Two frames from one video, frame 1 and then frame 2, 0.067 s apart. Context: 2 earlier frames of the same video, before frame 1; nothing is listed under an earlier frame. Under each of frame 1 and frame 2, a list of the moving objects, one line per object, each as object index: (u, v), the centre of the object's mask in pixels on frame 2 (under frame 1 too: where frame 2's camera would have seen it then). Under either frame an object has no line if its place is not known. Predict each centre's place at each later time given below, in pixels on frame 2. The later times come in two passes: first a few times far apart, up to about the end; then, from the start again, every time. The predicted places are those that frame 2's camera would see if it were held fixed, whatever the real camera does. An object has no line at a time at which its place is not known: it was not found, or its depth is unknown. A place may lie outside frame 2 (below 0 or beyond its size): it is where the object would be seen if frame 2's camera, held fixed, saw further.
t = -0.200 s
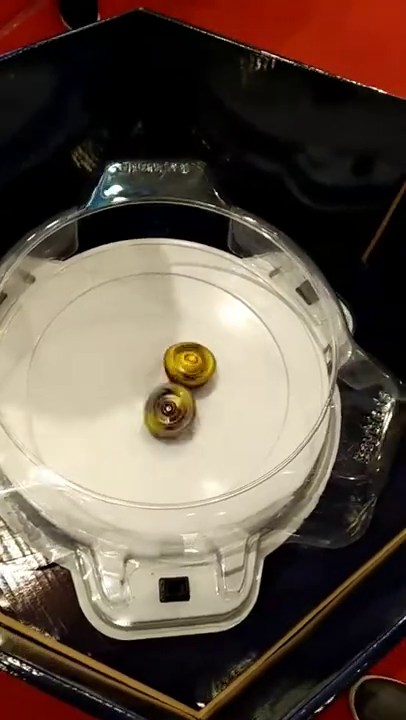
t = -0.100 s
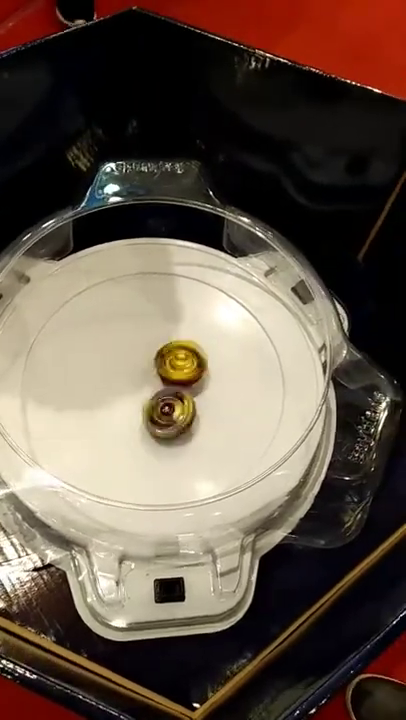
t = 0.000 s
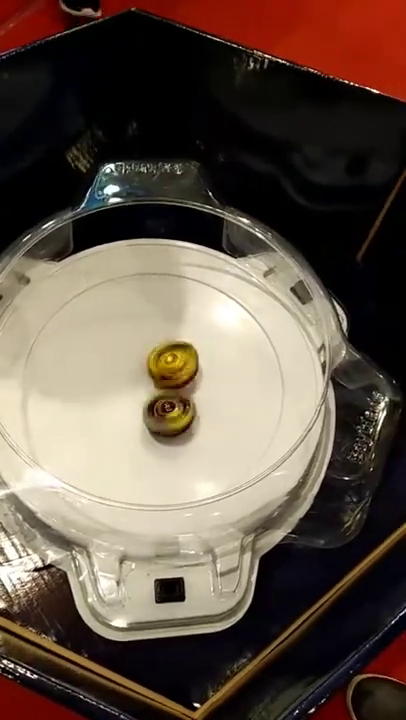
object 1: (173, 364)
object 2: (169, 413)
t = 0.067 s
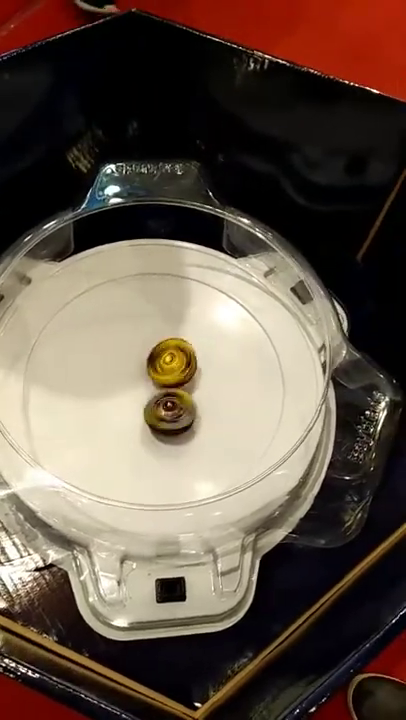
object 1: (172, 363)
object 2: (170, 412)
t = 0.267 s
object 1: (173, 352)
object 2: (164, 413)
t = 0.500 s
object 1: (177, 334)
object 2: (163, 405)
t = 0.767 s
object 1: (190, 358)
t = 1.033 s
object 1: (170, 354)
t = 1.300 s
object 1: (143, 351)
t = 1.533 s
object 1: (133, 352)
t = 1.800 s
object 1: (120, 372)
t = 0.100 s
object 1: (172, 363)
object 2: (169, 412)
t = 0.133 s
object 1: (171, 362)
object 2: (169, 413)
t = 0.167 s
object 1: (170, 360)
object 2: (169, 411)
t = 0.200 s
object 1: (171, 359)
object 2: (167, 409)
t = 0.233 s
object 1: (172, 359)
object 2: (166, 409)
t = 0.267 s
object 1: (173, 352)
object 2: (164, 413)
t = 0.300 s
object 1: (174, 346)
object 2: (160, 414)
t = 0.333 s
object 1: (175, 340)
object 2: (159, 416)
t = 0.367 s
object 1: (176, 336)
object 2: (157, 414)
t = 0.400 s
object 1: (177, 334)
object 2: (156, 413)
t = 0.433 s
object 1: (177, 332)
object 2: (157, 410)
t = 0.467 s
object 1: (177, 332)
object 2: (158, 407)
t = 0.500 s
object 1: (177, 334)
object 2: (163, 405)
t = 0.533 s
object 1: (177, 338)
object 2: (165, 402)
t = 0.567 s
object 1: (178, 343)
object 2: (167, 404)
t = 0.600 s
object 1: (179, 348)
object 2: (168, 403)
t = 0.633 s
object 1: (181, 352)
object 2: (168, 403)
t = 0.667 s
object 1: (185, 356)
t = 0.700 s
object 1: (188, 357)
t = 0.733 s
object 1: (189, 358)
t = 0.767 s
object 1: (190, 358)
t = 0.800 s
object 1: (191, 359)
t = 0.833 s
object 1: (190, 358)
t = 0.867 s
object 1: (188, 357)
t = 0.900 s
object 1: (186, 359)
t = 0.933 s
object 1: (183, 359)
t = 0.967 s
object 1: (179, 359)
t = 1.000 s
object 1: (175, 360)
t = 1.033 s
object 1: (170, 354)
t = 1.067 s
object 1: (166, 352)
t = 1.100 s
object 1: (162, 351)
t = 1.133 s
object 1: (158, 352)
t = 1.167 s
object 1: (156, 351)
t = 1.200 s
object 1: (153, 350)
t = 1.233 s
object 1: (149, 351)
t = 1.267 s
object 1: (147, 351)
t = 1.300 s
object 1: (143, 351)
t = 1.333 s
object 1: (142, 351)
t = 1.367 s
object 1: (140, 349)
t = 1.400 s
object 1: (138, 347)
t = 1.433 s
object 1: (137, 348)
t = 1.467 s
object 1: (136, 349)
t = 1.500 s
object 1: (135, 350)
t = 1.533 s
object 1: (133, 352)
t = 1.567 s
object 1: (132, 354)
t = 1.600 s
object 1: (131, 356)
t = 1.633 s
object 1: (128, 357)
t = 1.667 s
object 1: (125, 360)
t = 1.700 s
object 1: (124, 364)
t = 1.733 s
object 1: (123, 366)
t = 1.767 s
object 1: (120, 369)
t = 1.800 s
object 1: (120, 372)
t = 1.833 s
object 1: (119, 377)
